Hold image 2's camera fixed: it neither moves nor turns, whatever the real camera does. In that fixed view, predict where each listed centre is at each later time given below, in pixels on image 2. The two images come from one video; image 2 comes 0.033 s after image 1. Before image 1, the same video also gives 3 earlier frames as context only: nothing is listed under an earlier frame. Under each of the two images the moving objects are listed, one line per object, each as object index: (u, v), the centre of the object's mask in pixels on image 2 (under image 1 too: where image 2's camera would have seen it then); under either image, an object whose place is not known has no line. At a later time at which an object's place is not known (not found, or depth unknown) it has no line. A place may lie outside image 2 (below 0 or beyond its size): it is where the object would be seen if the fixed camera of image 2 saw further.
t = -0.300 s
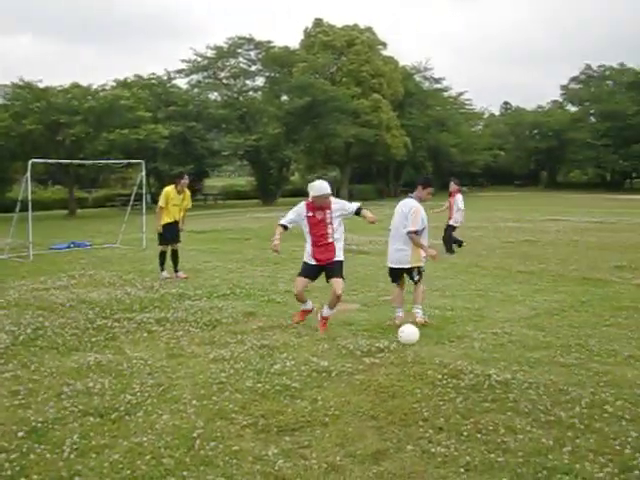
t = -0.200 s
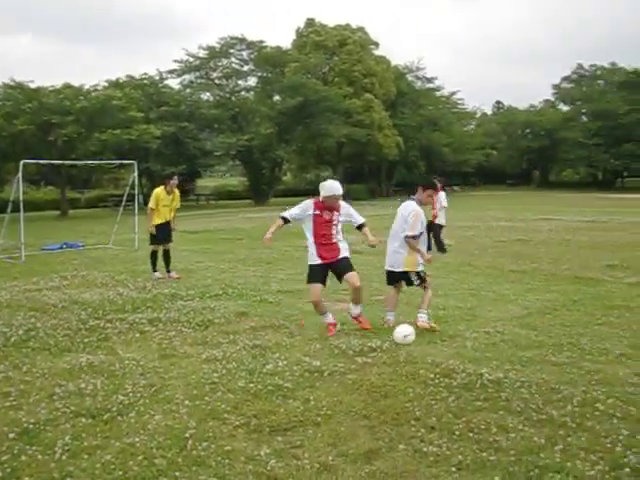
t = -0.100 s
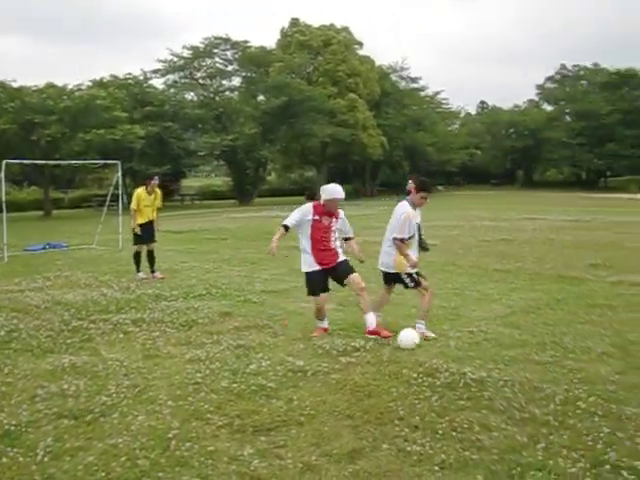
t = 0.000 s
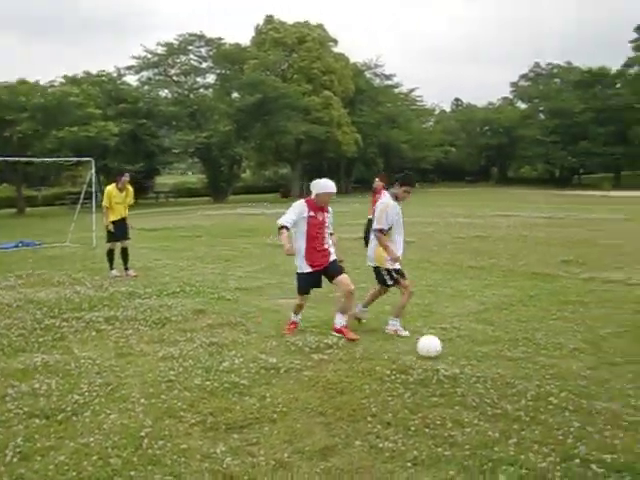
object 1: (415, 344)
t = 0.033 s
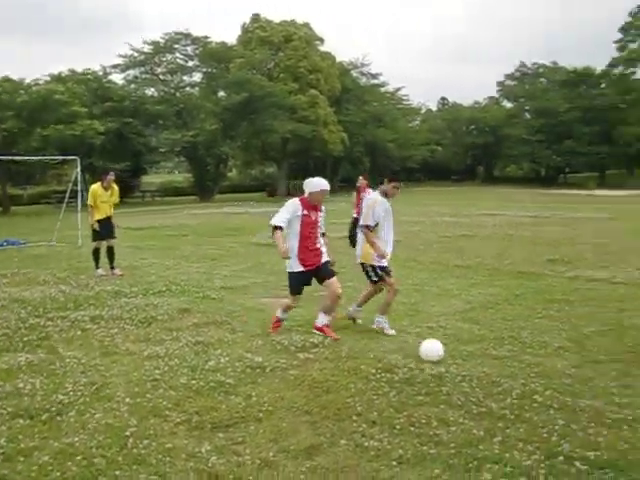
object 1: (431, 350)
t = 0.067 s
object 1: (445, 353)
